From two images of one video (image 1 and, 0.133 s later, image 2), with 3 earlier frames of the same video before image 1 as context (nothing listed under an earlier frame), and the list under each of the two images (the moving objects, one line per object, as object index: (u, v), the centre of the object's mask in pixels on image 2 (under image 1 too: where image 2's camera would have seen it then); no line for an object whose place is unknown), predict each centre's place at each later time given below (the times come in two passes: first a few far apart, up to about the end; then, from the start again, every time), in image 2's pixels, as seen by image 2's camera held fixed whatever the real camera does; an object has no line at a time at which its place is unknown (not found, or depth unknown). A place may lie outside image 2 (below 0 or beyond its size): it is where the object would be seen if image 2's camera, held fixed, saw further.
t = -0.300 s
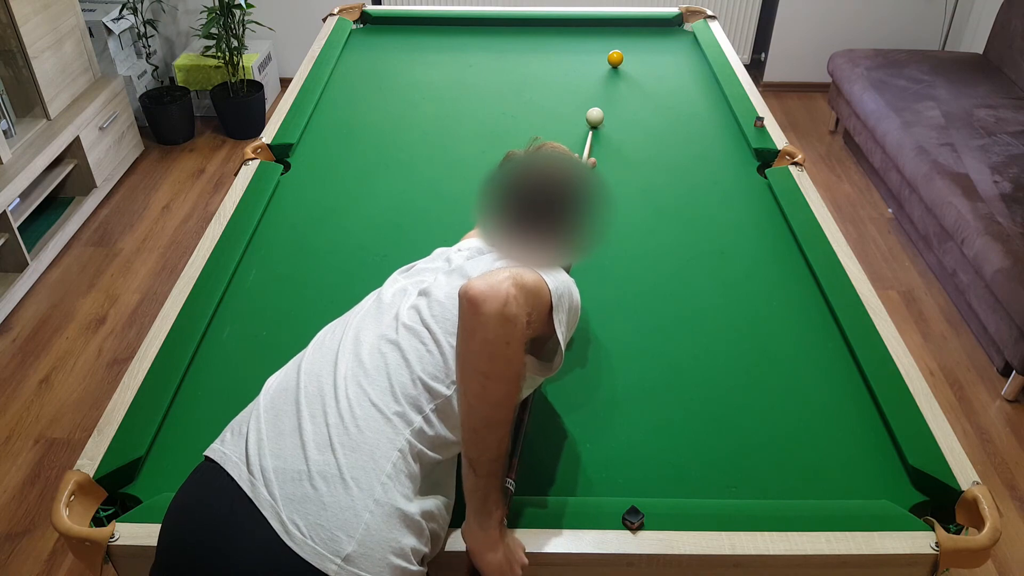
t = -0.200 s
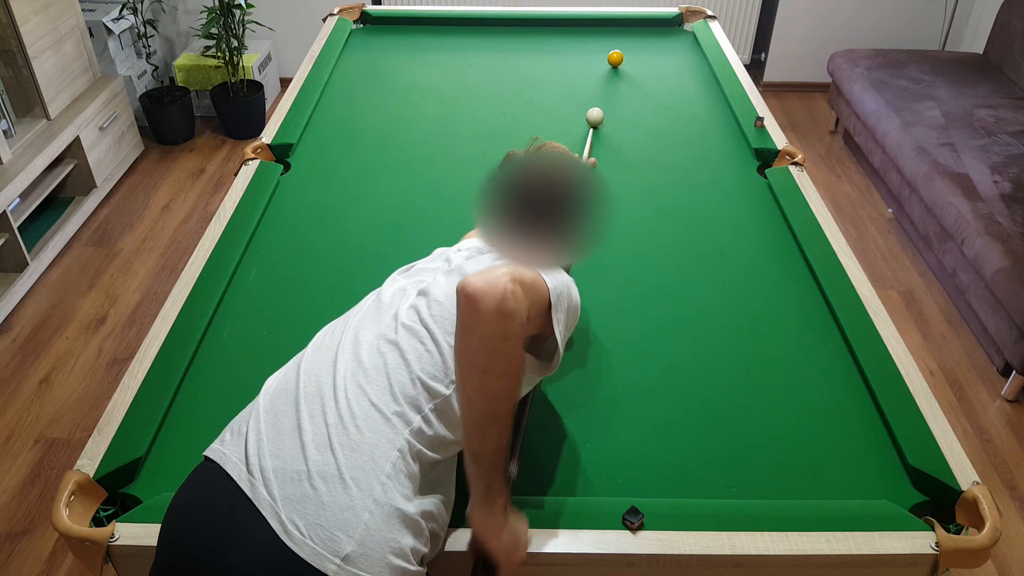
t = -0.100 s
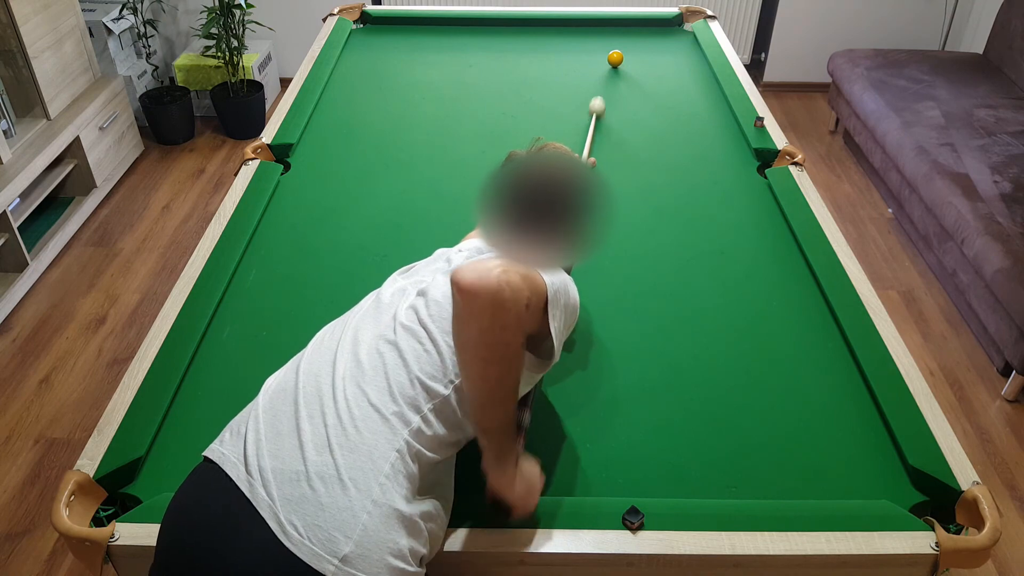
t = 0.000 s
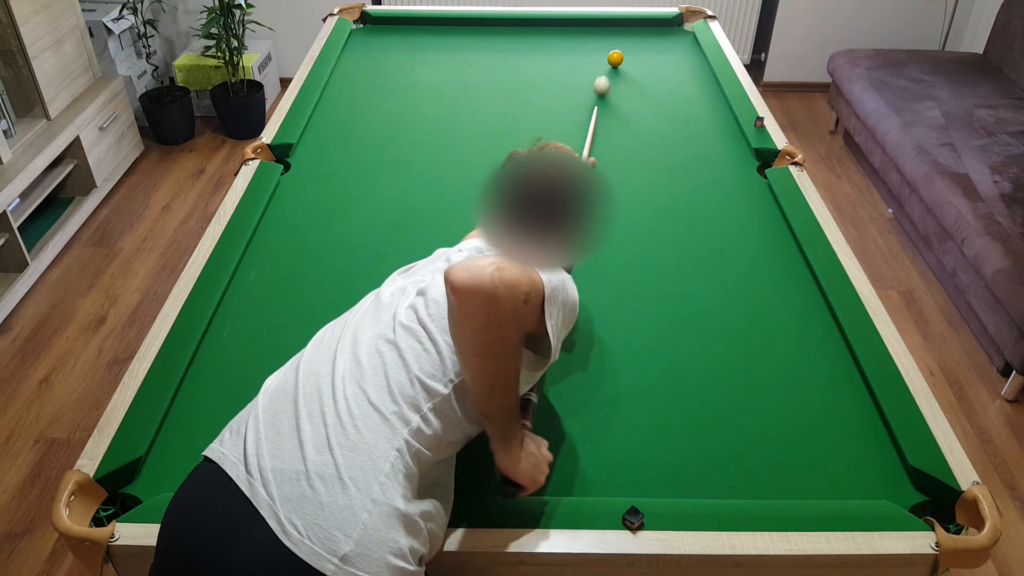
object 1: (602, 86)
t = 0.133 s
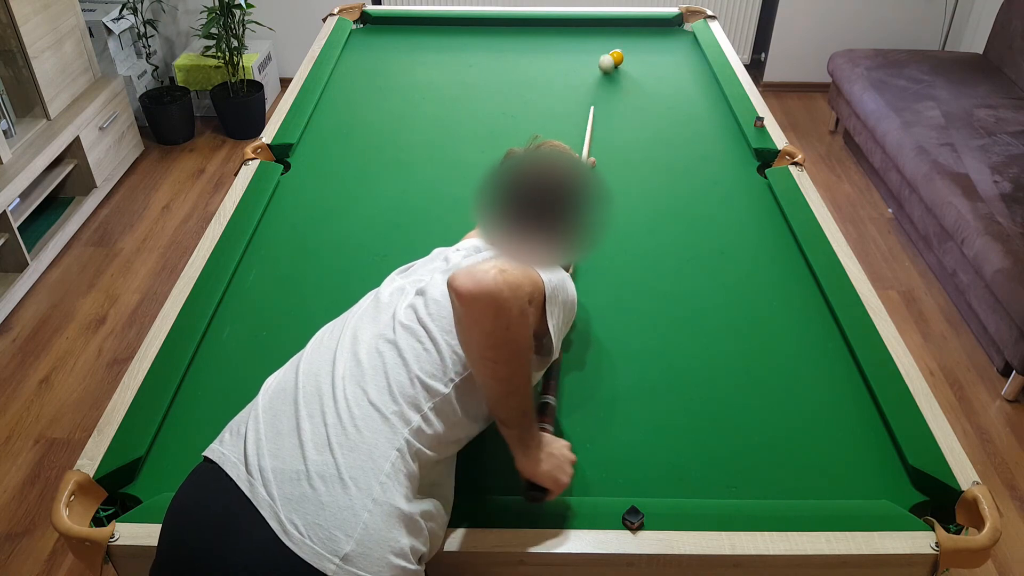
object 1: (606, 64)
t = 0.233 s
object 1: (595, 58)
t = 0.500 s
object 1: (569, 42)
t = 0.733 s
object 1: (548, 30)
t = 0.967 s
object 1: (532, 26)
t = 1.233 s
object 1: (518, 32)
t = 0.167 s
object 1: (602, 61)
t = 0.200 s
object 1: (598, 60)
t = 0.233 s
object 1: (595, 58)
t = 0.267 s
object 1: (591, 56)
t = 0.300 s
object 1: (588, 54)
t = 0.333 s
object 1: (584, 52)
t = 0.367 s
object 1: (581, 50)
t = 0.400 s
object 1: (578, 48)
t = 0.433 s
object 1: (575, 46)
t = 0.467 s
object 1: (572, 44)
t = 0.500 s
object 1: (569, 42)
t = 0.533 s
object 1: (566, 40)
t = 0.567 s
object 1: (563, 39)
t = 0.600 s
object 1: (560, 37)
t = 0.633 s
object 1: (557, 35)
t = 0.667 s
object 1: (554, 33)
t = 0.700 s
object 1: (551, 31)
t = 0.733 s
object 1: (548, 30)
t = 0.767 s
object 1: (546, 28)
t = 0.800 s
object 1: (543, 27)
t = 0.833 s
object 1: (540, 25)
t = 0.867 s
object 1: (538, 24)
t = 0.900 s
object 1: (536, 24)
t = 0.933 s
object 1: (534, 25)
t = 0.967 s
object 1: (532, 26)
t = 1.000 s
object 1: (530, 27)
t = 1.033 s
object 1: (529, 27)
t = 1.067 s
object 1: (527, 28)
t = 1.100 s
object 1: (525, 29)
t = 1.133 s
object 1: (523, 30)
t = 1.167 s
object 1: (522, 31)
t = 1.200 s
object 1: (520, 31)
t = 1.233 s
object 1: (518, 32)
